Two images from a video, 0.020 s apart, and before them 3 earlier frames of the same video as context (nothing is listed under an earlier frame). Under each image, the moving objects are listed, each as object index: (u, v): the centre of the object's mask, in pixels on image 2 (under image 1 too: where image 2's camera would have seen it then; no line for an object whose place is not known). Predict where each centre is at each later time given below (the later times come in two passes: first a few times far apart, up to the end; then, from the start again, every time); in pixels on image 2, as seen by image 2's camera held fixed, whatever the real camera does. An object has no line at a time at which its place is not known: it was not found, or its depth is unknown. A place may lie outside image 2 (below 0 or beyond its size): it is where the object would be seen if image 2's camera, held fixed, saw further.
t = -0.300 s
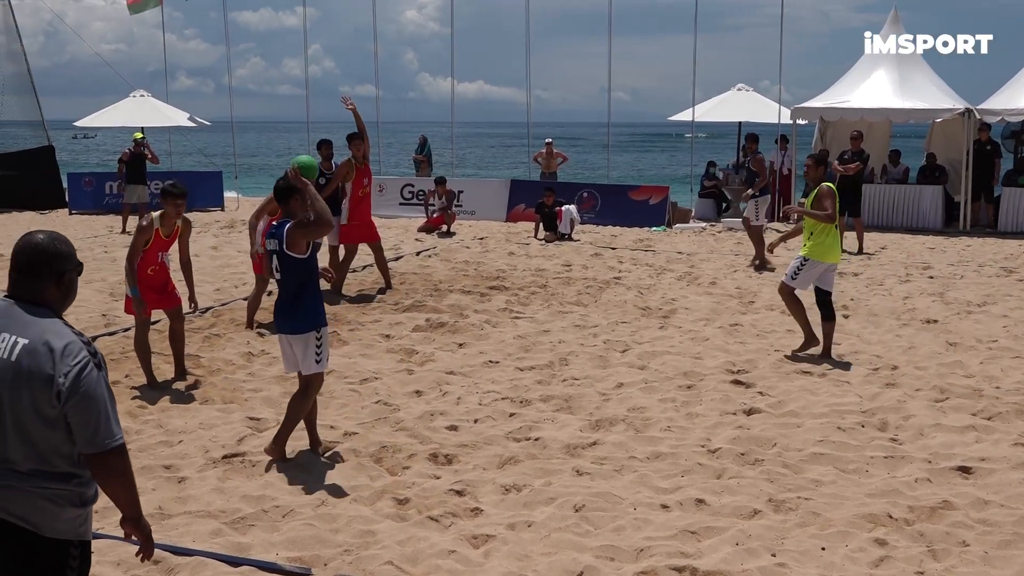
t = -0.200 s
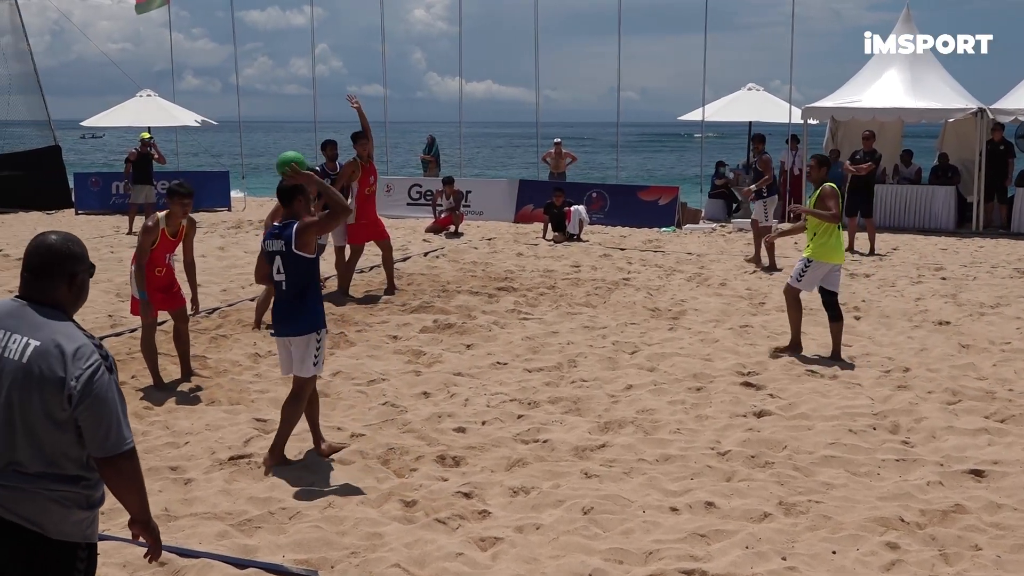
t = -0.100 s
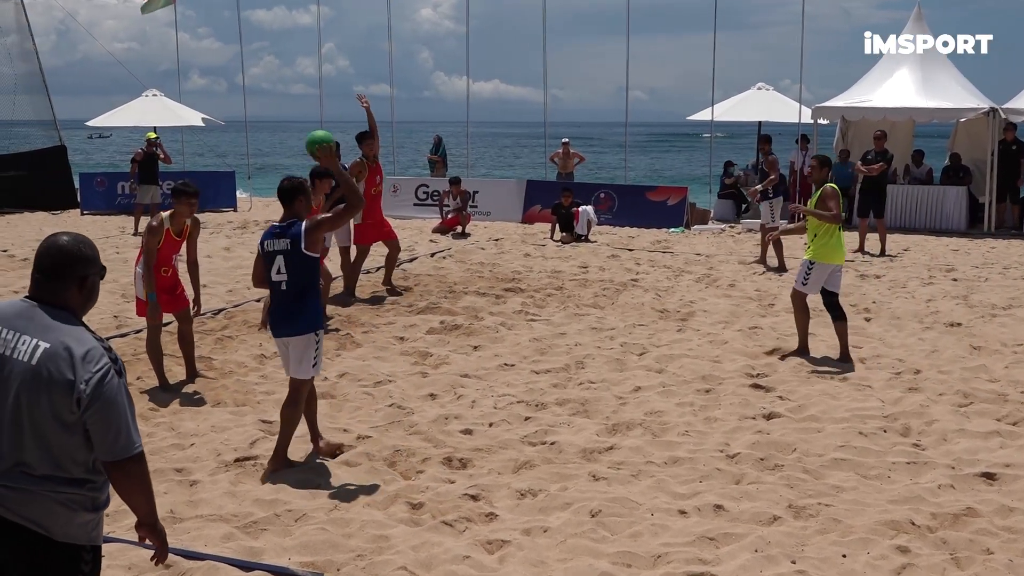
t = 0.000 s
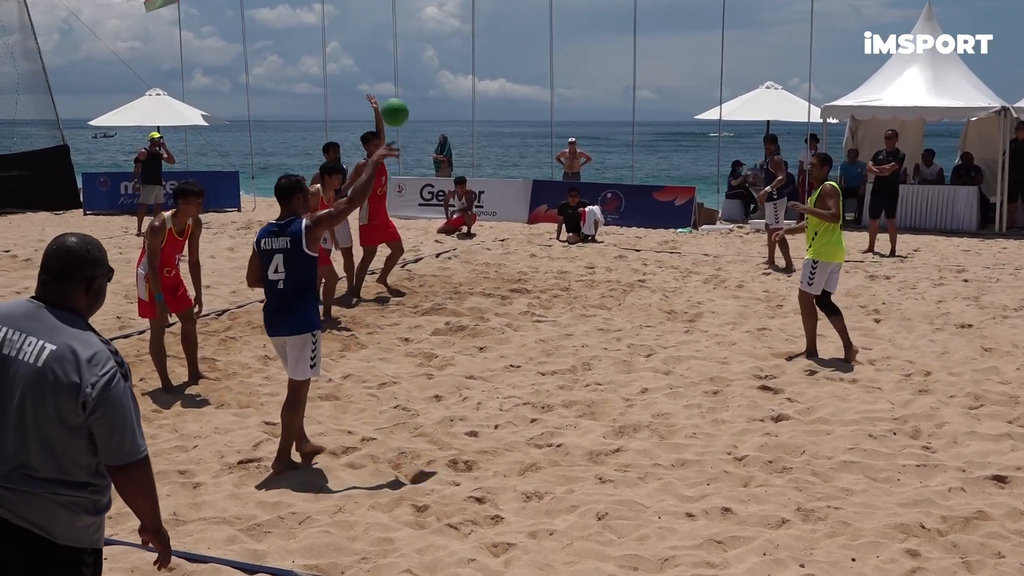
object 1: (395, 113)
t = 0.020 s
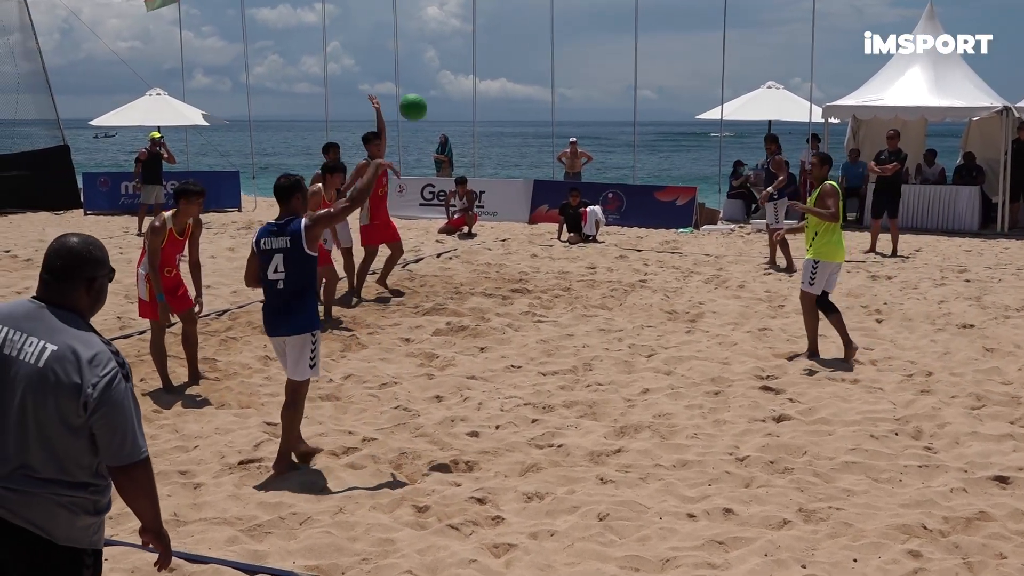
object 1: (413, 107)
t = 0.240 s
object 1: (571, 98)
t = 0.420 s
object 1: (667, 136)
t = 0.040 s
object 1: (429, 103)
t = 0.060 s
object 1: (445, 99)
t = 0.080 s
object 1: (461, 97)
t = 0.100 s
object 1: (476, 94)
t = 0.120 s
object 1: (491, 93)
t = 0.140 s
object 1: (505, 92)
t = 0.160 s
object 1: (519, 92)
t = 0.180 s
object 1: (533, 92)
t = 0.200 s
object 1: (546, 94)
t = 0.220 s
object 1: (559, 95)
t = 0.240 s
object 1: (571, 98)
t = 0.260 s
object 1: (583, 100)
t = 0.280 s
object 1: (594, 104)
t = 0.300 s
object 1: (606, 107)
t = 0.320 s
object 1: (616, 111)
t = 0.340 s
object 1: (628, 115)
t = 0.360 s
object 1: (638, 120)
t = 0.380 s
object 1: (648, 125)
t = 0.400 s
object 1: (657, 131)
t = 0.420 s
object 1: (667, 136)
